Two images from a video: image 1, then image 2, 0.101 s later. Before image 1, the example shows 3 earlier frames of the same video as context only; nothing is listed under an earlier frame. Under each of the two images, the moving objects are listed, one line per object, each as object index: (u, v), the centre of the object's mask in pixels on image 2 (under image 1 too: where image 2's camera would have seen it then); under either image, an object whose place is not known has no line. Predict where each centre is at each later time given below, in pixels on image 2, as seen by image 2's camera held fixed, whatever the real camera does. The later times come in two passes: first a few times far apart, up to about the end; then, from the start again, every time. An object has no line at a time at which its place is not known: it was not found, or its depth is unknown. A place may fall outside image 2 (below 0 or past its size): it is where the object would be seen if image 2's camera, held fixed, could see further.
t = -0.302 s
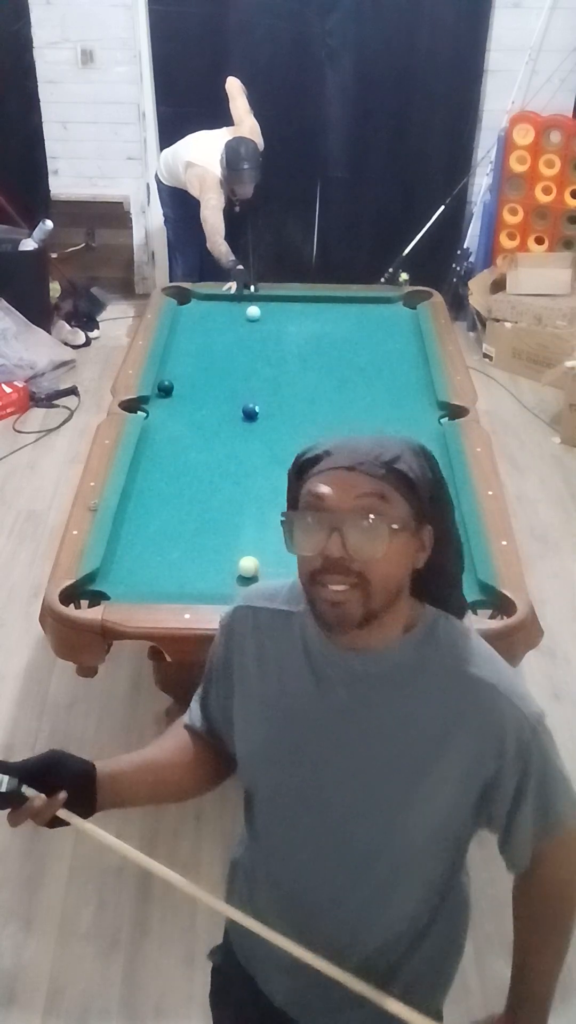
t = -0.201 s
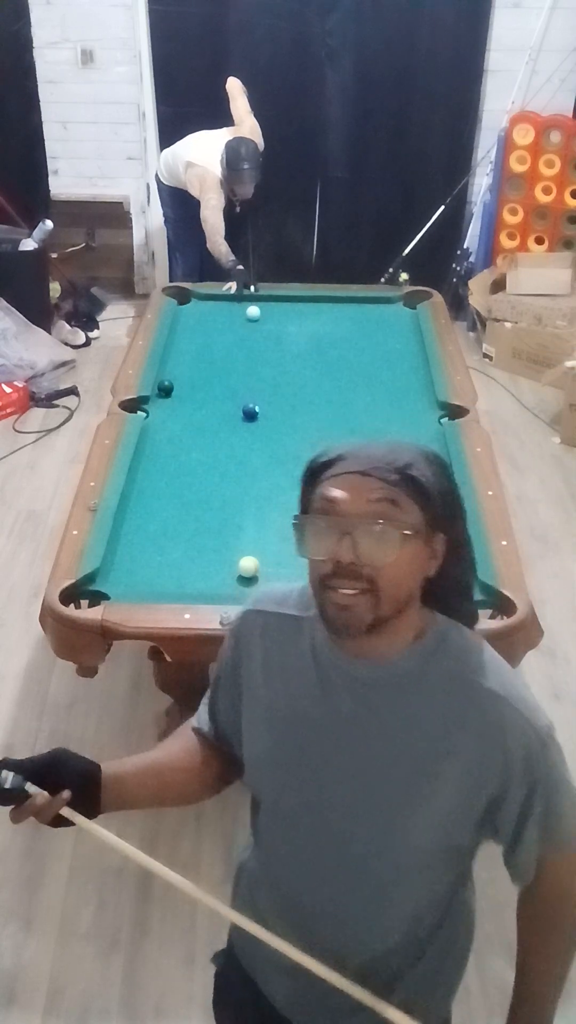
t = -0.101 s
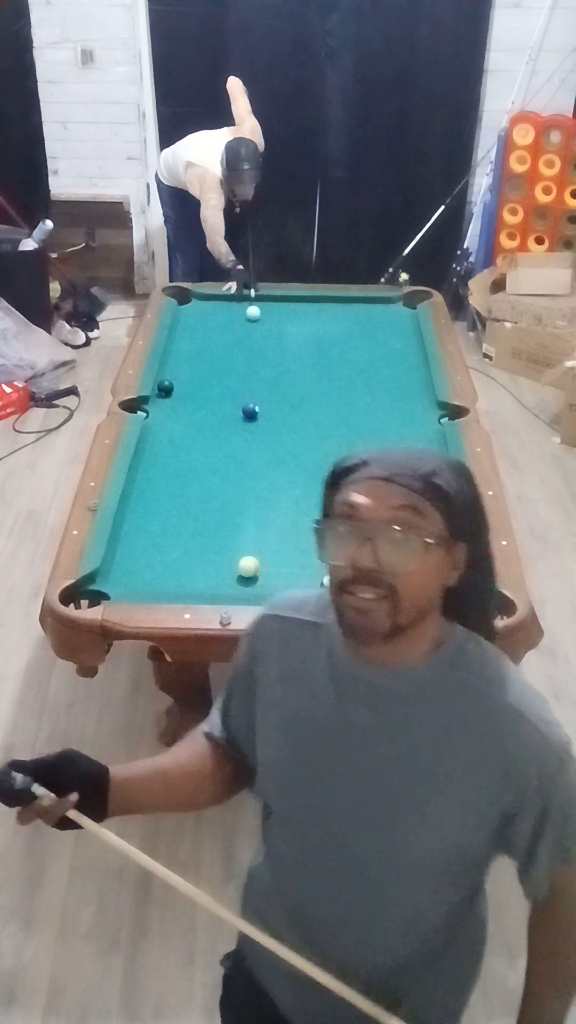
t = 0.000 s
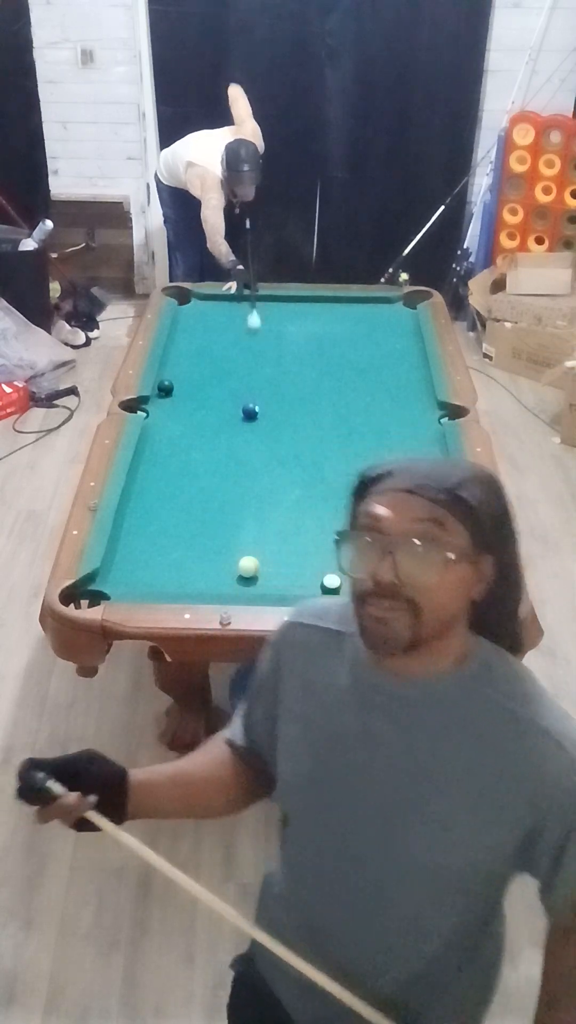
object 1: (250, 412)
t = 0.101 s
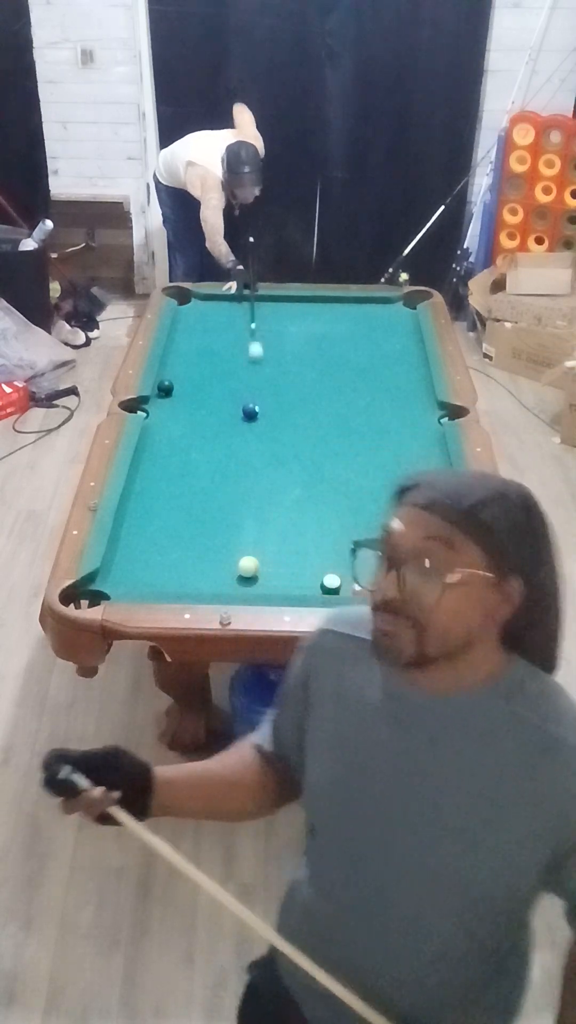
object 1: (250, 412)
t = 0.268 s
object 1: (250, 412)
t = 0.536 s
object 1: (203, 451)
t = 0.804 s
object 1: (150, 493)
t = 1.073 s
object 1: (129, 533)
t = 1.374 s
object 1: (136, 573)
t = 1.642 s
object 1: (152, 578)
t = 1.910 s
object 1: (171, 560)
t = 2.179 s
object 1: (187, 547)
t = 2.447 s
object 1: (202, 535)
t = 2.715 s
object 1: (214, 524)
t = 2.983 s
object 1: (224, 515)
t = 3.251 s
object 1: (232, 508)
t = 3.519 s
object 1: (239, 502)
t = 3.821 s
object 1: (244, 496)
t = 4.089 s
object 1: (247, 492)
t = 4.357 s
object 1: (249, 490)
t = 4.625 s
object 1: (249, 488)
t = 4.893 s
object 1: (249, 488)
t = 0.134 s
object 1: (250, 412)
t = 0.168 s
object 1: (250, 412)
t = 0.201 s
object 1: (250, 412)
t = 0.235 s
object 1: (250, 412)
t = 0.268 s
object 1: (250, 412)
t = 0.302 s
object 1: (246, 415)
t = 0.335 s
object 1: (241, 420)
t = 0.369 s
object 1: (233, 426)
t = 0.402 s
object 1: (225, 433)
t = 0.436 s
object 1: (219, 437)
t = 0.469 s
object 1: (214, 442)
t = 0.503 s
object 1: (207, 448)
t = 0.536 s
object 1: (203, 451)
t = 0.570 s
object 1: (195, 457)
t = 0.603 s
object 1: (189, 462)
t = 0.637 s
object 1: (183, 467)
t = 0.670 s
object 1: (176, 475)
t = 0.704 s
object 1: (171, 477)
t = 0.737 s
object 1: (163, 483)
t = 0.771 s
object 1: (157, 488)
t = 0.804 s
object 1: (150, 493)
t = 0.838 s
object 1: (143, 500)
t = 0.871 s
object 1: (137, 504)
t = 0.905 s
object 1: (127, 511)
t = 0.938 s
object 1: (124, 515)
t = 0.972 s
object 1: (125, 519)
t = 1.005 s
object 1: (127, 524)
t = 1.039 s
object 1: (128, 528)
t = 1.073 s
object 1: (129, 533)
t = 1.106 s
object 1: (130, 535)
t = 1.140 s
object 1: (131, 542)
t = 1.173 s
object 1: (132, 545)
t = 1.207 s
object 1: (133, 549)
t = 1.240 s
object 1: (133, 555)
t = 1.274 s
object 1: (134, 559)
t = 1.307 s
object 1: (135, 564)
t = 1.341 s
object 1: (135, 568)
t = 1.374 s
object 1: (136, 573)
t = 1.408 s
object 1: (137, 577)
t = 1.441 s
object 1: (138, 579)
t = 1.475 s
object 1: (139, 583)
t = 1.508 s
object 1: (140, 582)
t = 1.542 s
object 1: (143, 581)
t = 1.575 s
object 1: (146, 579)
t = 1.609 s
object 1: (149, 578)
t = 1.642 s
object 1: (152, 578)
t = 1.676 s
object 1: (155, 574)
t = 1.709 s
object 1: (157, 572)
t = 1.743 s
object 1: (160, 570)
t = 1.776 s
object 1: (162, 568)
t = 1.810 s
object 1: (164, 566)
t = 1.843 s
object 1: (167, 564)
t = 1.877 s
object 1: (169, 562)
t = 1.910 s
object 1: (171, 560)
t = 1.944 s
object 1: (174, 558)
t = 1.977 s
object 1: (176, 557)
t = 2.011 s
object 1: (178, 555)
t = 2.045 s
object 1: (180, 553)
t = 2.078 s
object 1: (182, 551)
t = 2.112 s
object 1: (184, 550)
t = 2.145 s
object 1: (186, 548)
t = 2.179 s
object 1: (187, 547)
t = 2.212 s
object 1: (190, 545)
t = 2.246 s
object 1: (191, 544)
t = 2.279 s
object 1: (193, 542)
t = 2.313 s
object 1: (195, 540)
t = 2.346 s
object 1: (197, 539)
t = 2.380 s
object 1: (198, 538)
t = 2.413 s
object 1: (200, 537)
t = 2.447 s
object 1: (202, 535)
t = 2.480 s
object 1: (203, 534)
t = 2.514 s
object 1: (205, 532)
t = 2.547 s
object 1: (206, 531)
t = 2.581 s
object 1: (208, 529)
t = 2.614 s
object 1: (209, 528)
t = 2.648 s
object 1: (211, 527)
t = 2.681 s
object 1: (212, 525)
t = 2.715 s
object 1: (214, 524)
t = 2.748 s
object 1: (215, 523)
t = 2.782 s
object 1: (216, 522)
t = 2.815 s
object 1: (218, 521)
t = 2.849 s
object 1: (219, 520)
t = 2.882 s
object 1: (220, 518)
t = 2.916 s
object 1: (221, 517)
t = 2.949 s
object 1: (222, 517)
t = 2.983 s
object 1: (224, 515)
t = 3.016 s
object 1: (225, 514)
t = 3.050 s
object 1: (226, 513)
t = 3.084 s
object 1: (227, 512)
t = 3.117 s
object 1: (228, 511)
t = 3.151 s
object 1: (229, 510)
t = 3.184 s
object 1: (230, 509)
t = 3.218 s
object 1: (231, 509)
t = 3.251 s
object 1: (232, 508)
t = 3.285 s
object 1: (233, 507)
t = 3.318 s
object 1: (234, 506)
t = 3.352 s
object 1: (235, 505)
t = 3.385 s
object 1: (236, 505)
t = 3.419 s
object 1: (236, 504)
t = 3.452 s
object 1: (237, 503)
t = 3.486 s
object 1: (238, 502)
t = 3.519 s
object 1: (239, 502)
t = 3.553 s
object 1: (239, 501)
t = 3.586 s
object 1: (240, 500)
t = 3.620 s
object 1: (241, 499)
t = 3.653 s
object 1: (241, 499)
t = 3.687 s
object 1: (242, 498)
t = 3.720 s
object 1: (242, 497)
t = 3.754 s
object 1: (243, 497)
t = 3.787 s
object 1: (244, 496)
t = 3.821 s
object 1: (244, 496)
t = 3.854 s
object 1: (244, 495)
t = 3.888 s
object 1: (245, 495)
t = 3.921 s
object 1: (245, 494)
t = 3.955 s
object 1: (245, 493)
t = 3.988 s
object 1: (246, 493)
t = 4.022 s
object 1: (246, 492)
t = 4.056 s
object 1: (247, 492)
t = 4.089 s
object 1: (247, 492)
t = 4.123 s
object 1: (247, 492)
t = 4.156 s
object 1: (248, 491)
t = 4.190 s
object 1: (248, 491)
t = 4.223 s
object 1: (248, 490)
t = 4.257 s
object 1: (248, 490)
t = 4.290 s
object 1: (248, 490)
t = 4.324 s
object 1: (249, 490)
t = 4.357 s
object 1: (249, 490)
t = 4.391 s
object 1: (249, 489)
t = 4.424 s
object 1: (249, 489)
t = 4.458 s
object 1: (249, 489)
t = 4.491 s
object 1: (249, 489)
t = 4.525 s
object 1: (249, 489)
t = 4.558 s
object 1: (249, 489)
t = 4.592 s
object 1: (249, 488)
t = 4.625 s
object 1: (249, 488)
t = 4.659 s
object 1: (249, 488)
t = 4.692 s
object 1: (249, 488)
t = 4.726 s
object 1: (249, 488)
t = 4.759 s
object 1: (249, 488)
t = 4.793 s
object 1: (249, 488)
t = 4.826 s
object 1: (249, 488)
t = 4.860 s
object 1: (249, 488)
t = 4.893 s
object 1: (249, 488)
